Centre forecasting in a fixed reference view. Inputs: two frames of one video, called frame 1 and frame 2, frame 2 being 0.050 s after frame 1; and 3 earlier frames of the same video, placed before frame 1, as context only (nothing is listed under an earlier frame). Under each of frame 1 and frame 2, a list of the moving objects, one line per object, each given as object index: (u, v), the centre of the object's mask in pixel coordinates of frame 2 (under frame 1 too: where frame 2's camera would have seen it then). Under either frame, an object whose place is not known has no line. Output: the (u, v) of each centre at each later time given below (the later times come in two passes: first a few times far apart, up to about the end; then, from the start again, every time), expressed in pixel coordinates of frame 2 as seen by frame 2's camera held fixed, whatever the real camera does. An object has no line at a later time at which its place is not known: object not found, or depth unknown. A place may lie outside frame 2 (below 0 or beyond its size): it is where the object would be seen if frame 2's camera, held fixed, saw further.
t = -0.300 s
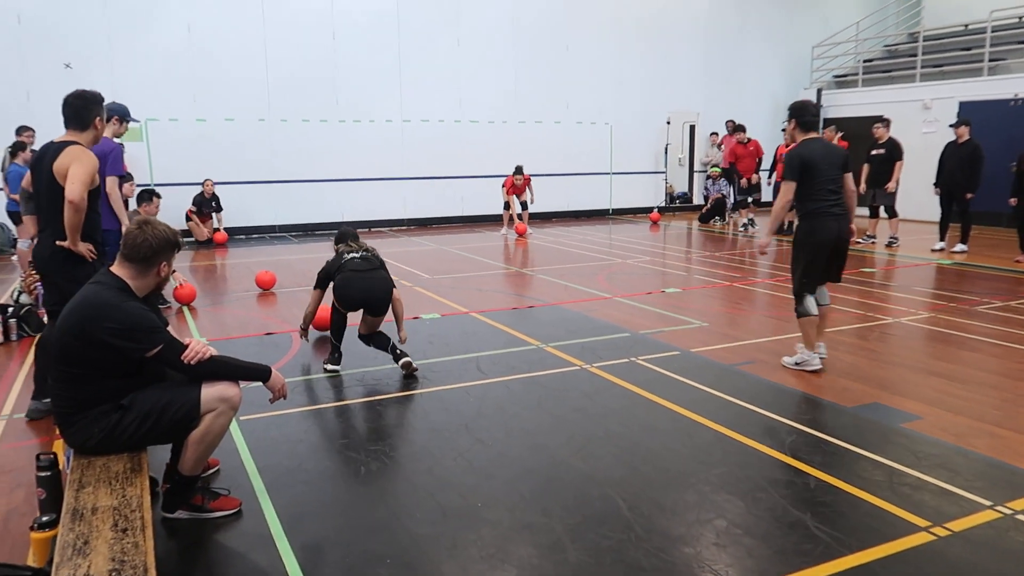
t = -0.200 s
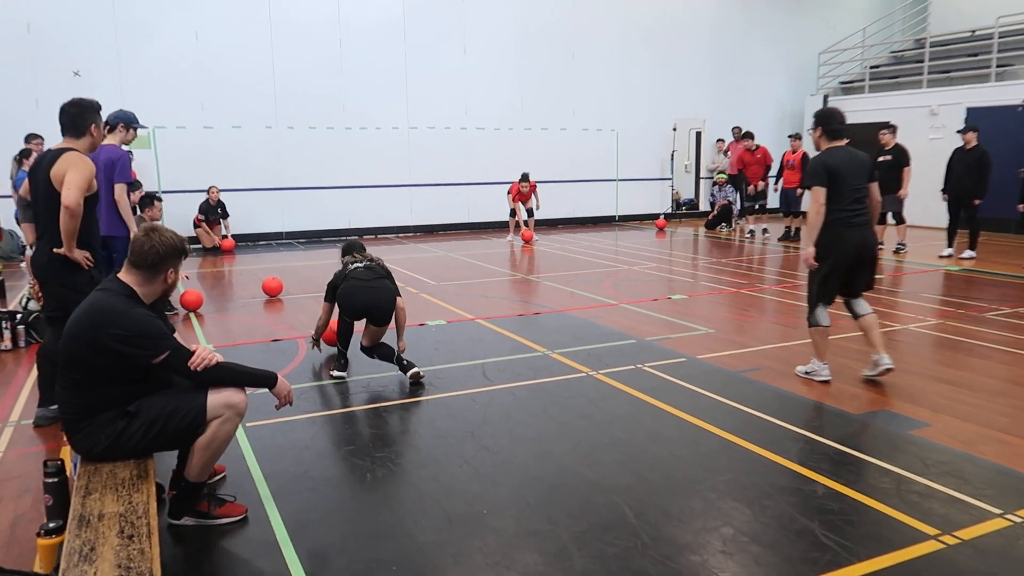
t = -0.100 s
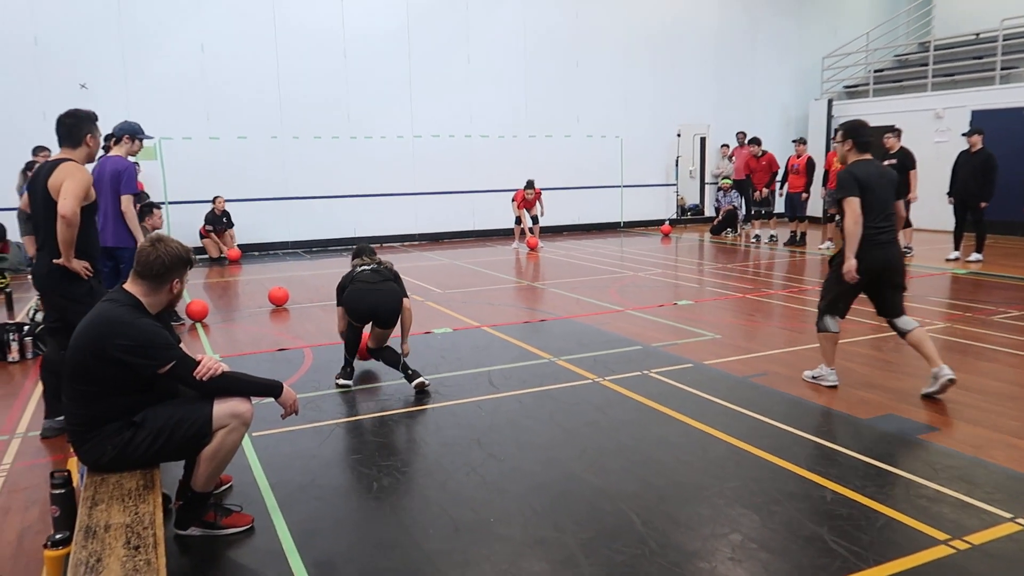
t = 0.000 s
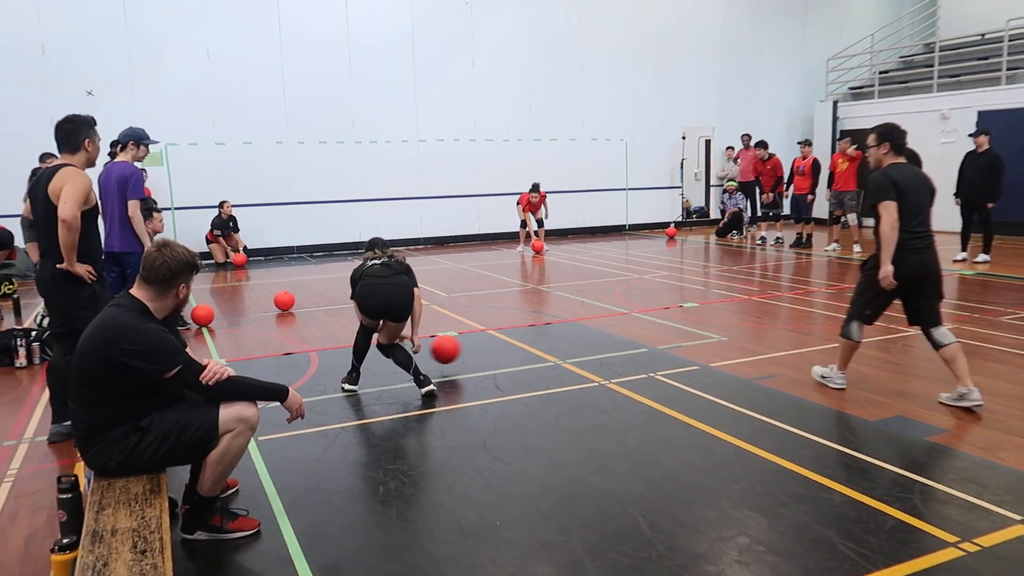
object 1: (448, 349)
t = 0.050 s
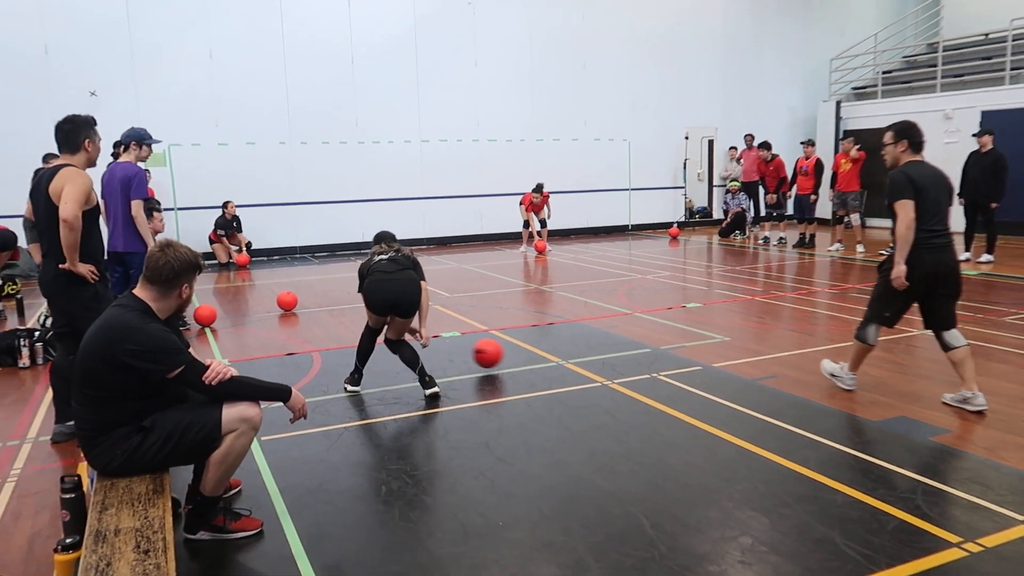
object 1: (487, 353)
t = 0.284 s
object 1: (632, 357)
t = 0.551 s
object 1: (785, 361)
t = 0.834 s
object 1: (953, 364)
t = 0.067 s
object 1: (500, 355)
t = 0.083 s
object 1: (513, 357)
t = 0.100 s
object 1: (524, 357)
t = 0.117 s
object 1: (533, 355)
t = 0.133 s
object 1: (544, 354)
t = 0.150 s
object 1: (554, 354)
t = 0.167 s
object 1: (564, 354)
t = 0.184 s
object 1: (573, 354)
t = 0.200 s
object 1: (583, 354)
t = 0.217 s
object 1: (593, 355)
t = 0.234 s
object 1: (603, 356)
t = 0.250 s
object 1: (612, 358)
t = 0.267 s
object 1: (622, 358)
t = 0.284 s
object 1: (632, 357)
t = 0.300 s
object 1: (642, 357)
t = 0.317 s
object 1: (651, 356)
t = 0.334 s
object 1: (660, 356)
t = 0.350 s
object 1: (670, 356)
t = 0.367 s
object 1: (679, 357)
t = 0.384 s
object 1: (688, 359)
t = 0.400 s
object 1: (698, 359)
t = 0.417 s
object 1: (708, 360)
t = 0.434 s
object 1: (717, 359)
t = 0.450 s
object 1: (727, 359)
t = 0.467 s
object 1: (737, 359)
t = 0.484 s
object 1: (747, 359)
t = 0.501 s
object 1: (756, 360)
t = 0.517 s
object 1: (766, 361)
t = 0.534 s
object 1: (776, 361)
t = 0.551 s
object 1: (785, 361)
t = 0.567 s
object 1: (795, 361)
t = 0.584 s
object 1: (805, 362)
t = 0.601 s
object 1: (814, 362)
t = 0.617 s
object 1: (825, 362)
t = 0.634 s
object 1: (834, 362)
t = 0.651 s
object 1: (843, 363)
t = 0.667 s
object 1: (853, 362)
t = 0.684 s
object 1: (863, 362)
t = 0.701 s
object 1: (873, 363)
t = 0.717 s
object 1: (883, 363)
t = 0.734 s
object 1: (893, 363)
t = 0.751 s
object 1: (903, 363)
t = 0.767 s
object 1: (913, 363)
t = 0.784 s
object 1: (923, 363)
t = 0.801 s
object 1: (933, 363)
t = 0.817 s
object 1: (943, 363)
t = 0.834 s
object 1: (953, 364)
